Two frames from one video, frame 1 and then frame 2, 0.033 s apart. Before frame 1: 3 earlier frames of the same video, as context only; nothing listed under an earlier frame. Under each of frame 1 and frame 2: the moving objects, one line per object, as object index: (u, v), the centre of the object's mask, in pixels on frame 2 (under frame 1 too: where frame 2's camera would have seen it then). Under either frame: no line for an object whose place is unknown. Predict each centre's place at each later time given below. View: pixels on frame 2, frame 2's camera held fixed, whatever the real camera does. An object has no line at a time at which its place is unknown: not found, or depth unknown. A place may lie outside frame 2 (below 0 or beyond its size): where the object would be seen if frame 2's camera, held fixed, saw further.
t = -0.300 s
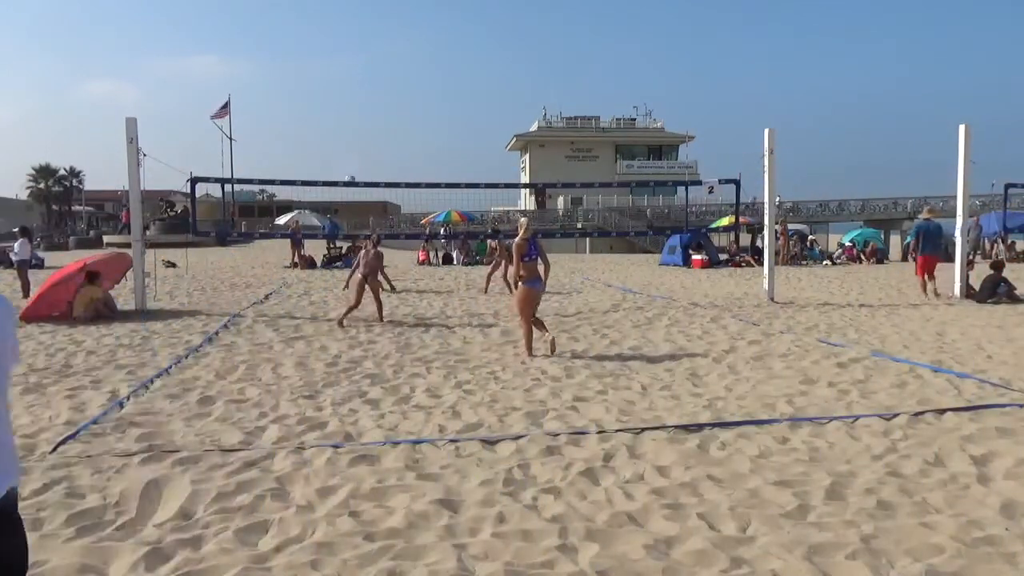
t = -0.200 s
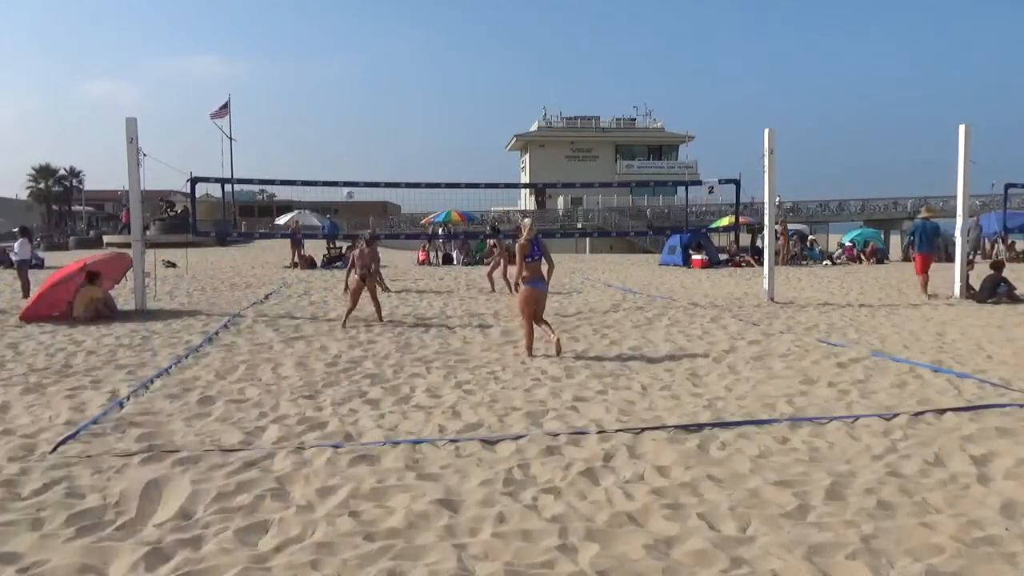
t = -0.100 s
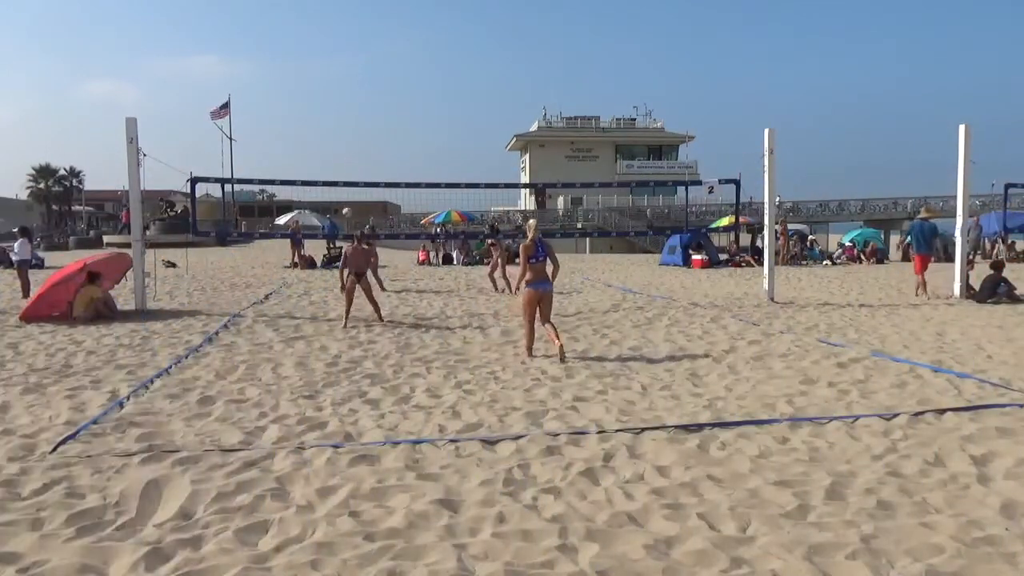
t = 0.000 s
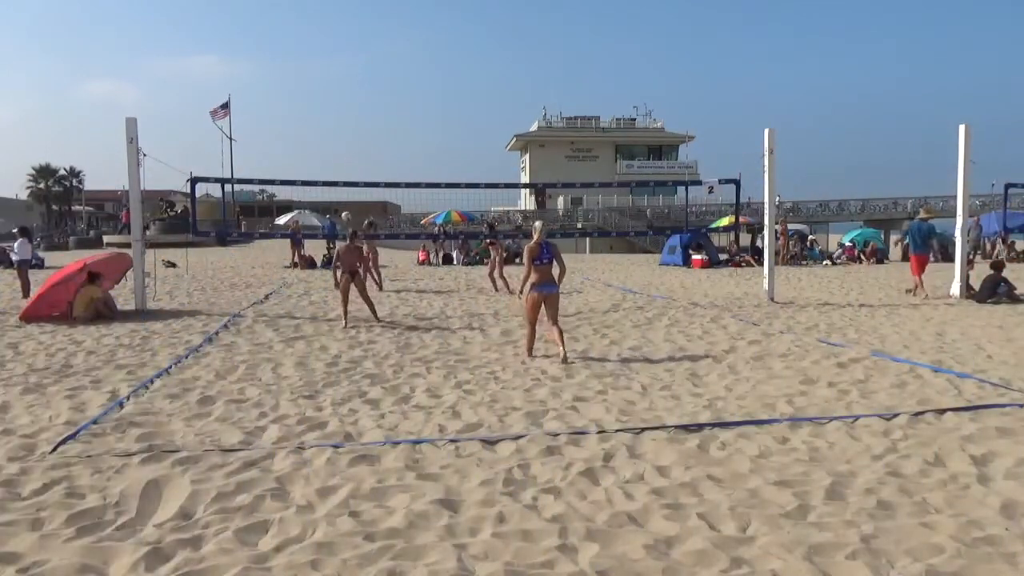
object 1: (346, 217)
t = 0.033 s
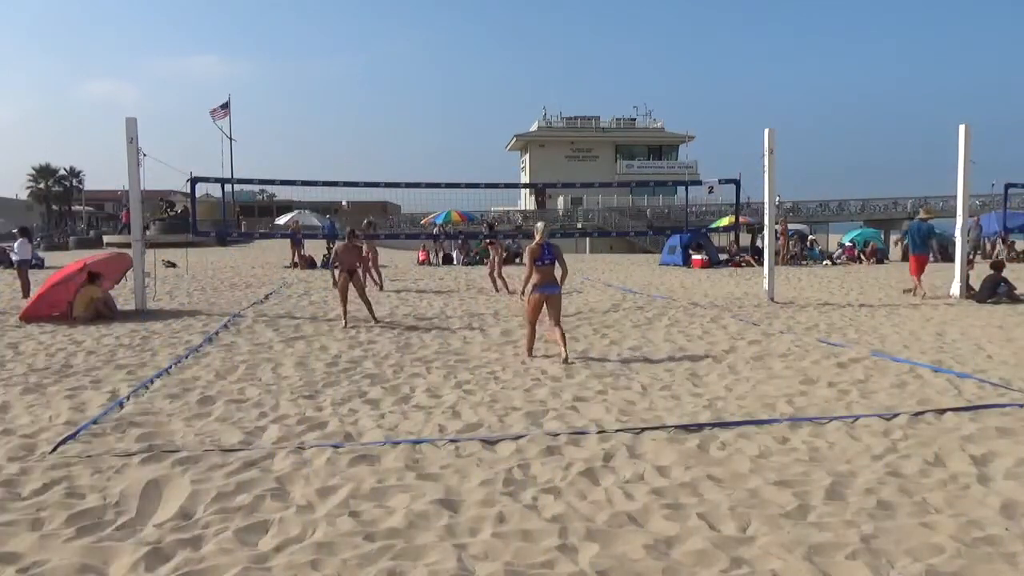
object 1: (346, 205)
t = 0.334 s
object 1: (349, 119)
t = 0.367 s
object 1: (348, 111)
